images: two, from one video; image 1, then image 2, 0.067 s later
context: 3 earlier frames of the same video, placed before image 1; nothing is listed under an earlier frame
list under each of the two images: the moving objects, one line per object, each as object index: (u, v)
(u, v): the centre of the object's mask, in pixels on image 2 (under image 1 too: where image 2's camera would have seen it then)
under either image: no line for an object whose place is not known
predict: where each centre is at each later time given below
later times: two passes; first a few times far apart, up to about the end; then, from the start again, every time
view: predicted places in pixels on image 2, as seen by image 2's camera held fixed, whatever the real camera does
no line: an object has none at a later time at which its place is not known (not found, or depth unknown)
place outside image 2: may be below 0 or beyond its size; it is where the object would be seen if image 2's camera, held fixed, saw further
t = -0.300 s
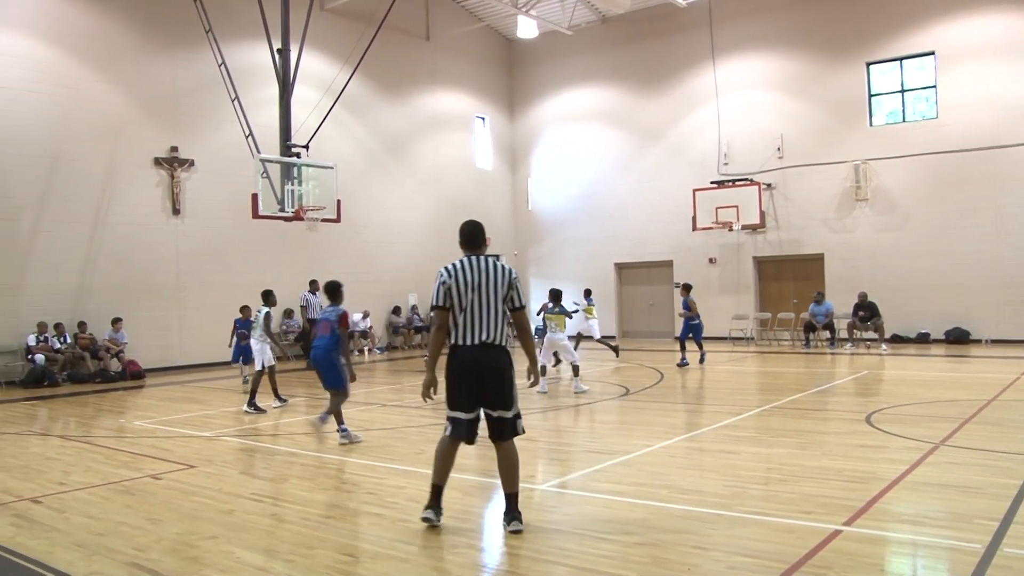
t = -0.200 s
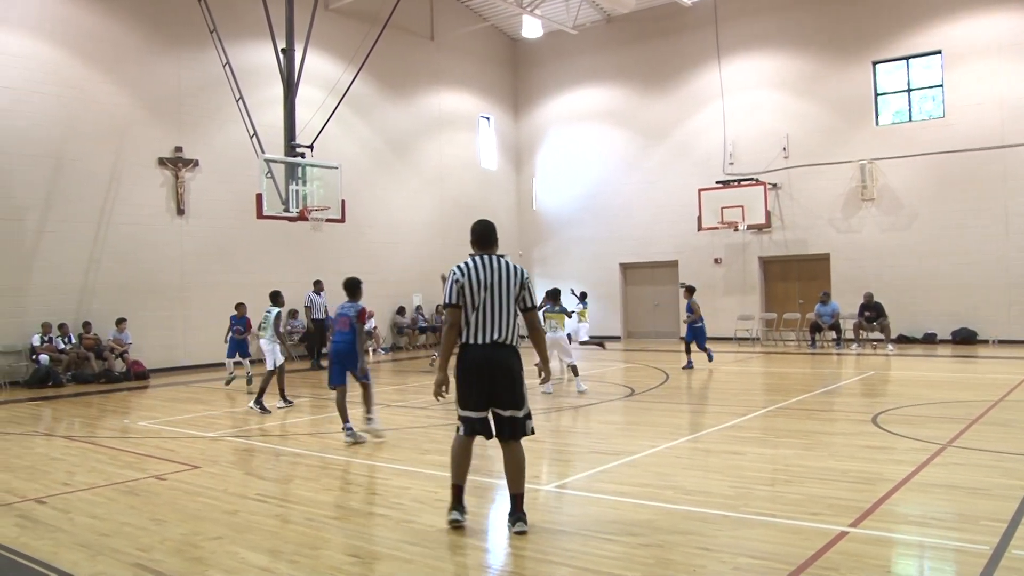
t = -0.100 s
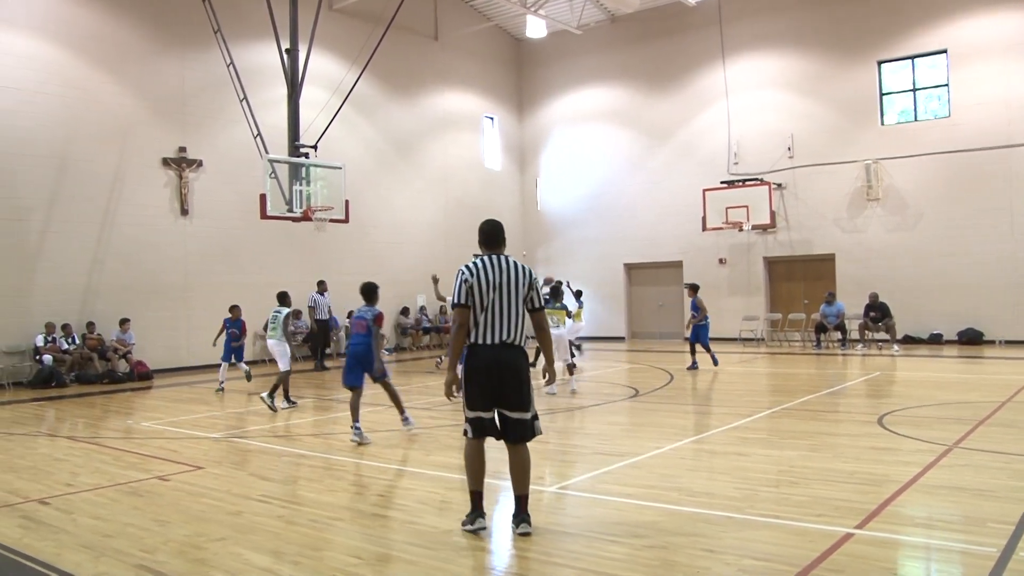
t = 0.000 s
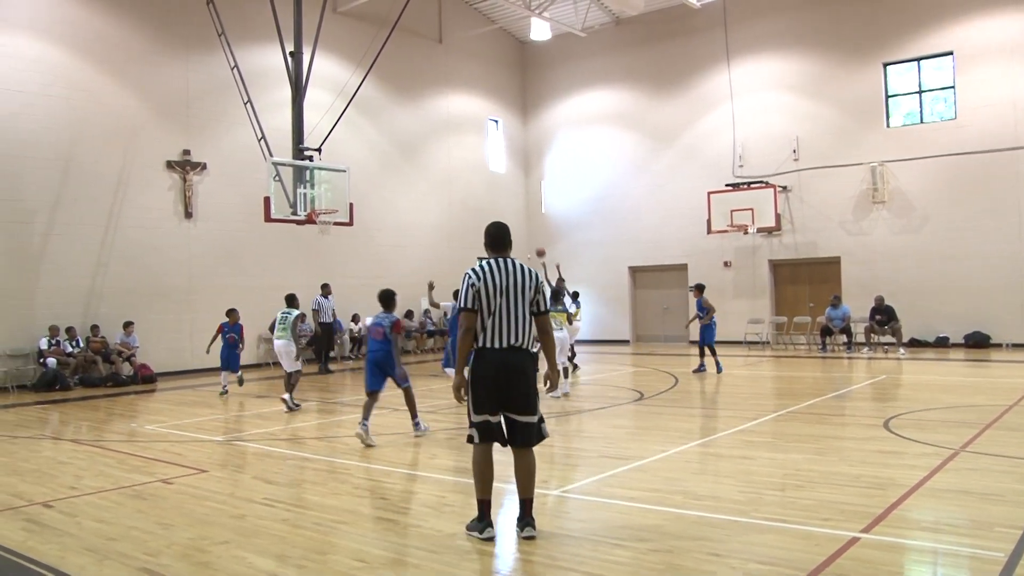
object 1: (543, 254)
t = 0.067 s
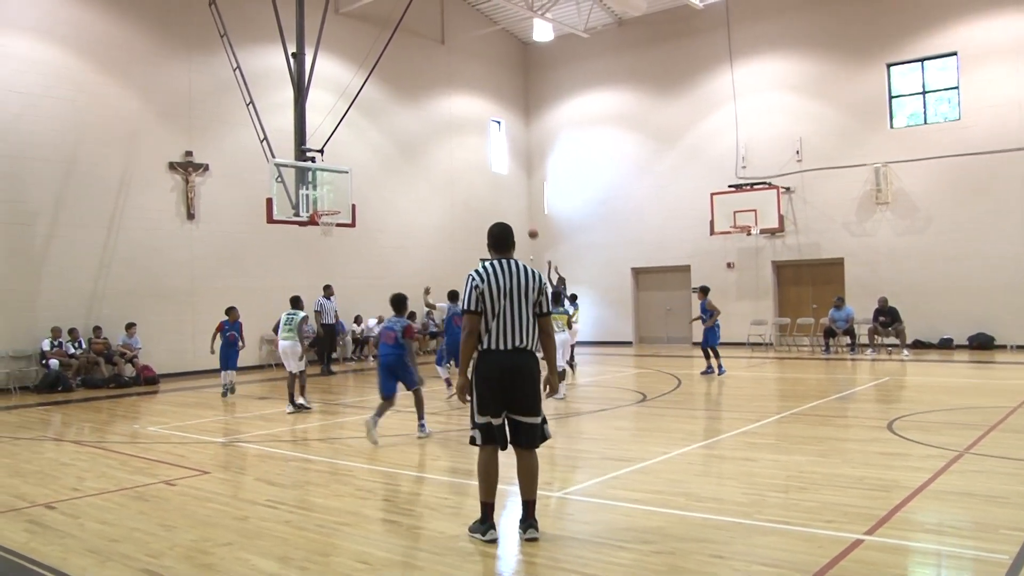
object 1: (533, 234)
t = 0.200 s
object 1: (512, 198)
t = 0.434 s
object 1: (474, 152)
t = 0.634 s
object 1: (441, 132)
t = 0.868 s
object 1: (401, 131)
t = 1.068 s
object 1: (365, 153)
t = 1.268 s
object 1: (330, 199)
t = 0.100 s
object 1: (528, 224)
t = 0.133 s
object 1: (522, 215)
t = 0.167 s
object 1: (517, 207)
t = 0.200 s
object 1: (512, 198)
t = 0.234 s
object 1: (507, 190)
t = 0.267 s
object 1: (501, 183)
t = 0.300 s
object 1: (496, 176)
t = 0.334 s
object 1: (490, 169)
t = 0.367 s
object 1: (485, 163)
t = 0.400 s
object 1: (480, 157)
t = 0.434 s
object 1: (474, 152)
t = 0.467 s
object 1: (469, 147)
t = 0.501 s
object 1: (464, 143)
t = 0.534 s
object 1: (458, 140)
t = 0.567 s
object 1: (452, 136)
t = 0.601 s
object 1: (447, 134)
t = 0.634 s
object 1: (441, 132)
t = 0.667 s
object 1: (435, 130)
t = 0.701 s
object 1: (430, 129)
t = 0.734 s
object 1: (424, 128)
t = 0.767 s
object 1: (418, 128)
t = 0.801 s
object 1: (412, 128)
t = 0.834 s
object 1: (406, 129)
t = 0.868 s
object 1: (401, 131)
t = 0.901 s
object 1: (395, 133)
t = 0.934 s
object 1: (389, 136)
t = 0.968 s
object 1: (383, 139)
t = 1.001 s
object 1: (377, 143)
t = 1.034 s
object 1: (371, 147)
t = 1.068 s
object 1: (365, 153)
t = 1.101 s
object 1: (359, 159)
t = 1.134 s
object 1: (354, 166)
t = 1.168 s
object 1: (348, 173)
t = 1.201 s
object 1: (342, 181)
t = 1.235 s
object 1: (336, 190)
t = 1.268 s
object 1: (330, 199)
